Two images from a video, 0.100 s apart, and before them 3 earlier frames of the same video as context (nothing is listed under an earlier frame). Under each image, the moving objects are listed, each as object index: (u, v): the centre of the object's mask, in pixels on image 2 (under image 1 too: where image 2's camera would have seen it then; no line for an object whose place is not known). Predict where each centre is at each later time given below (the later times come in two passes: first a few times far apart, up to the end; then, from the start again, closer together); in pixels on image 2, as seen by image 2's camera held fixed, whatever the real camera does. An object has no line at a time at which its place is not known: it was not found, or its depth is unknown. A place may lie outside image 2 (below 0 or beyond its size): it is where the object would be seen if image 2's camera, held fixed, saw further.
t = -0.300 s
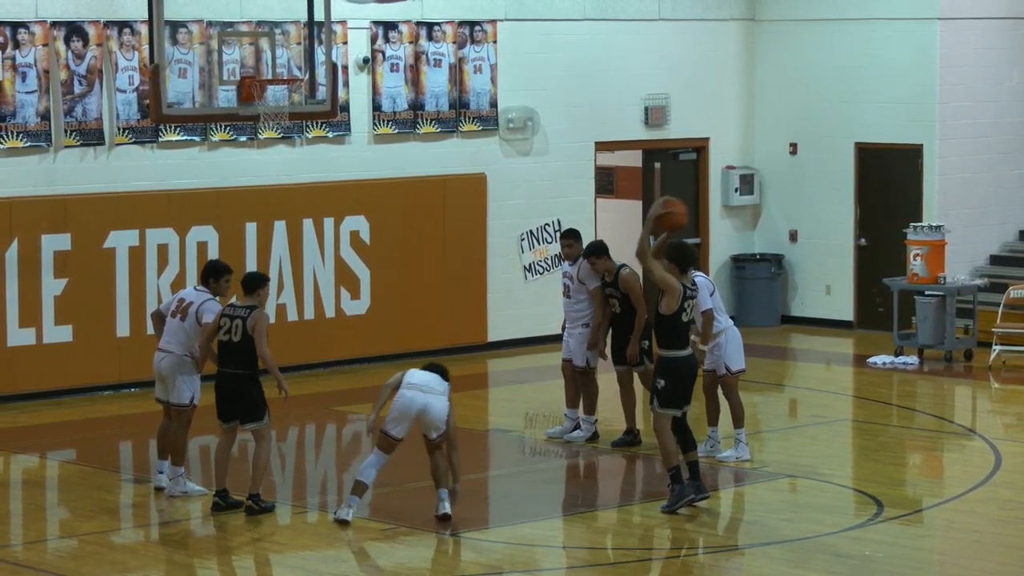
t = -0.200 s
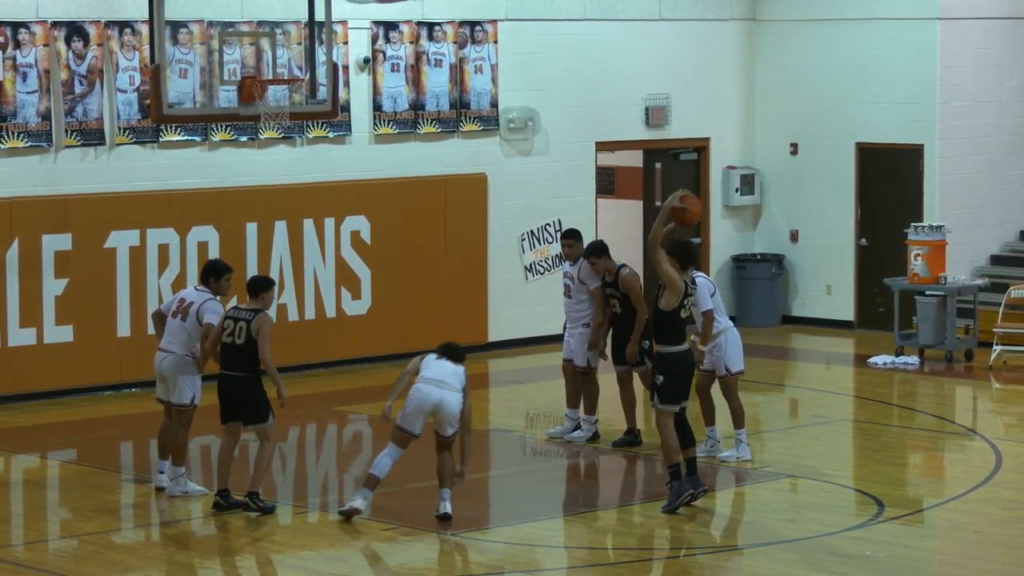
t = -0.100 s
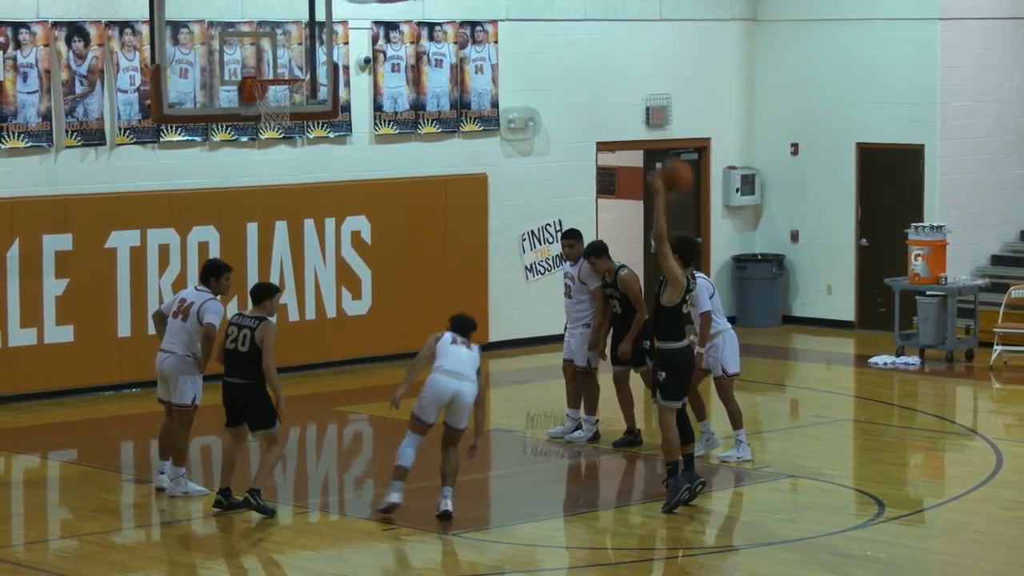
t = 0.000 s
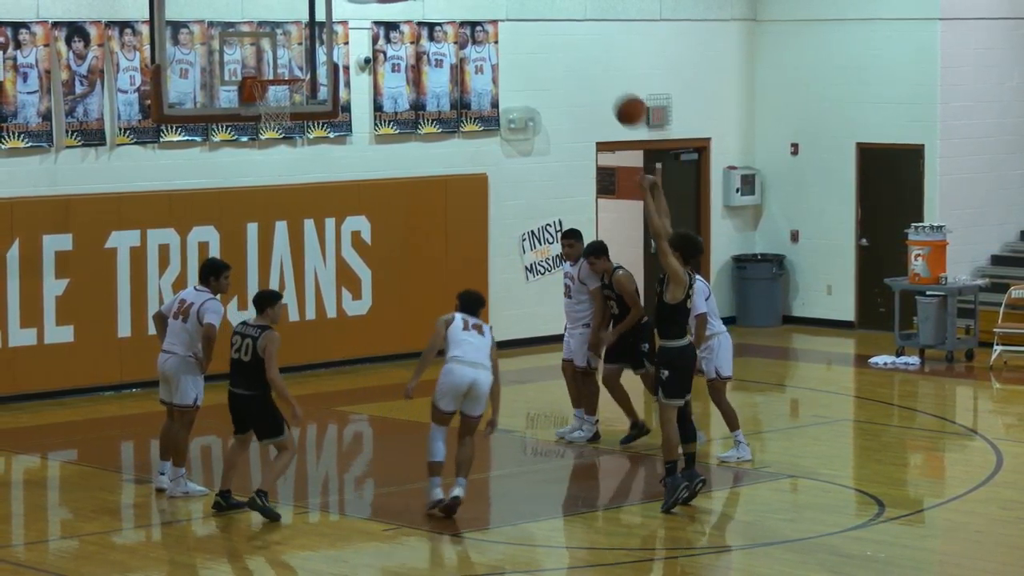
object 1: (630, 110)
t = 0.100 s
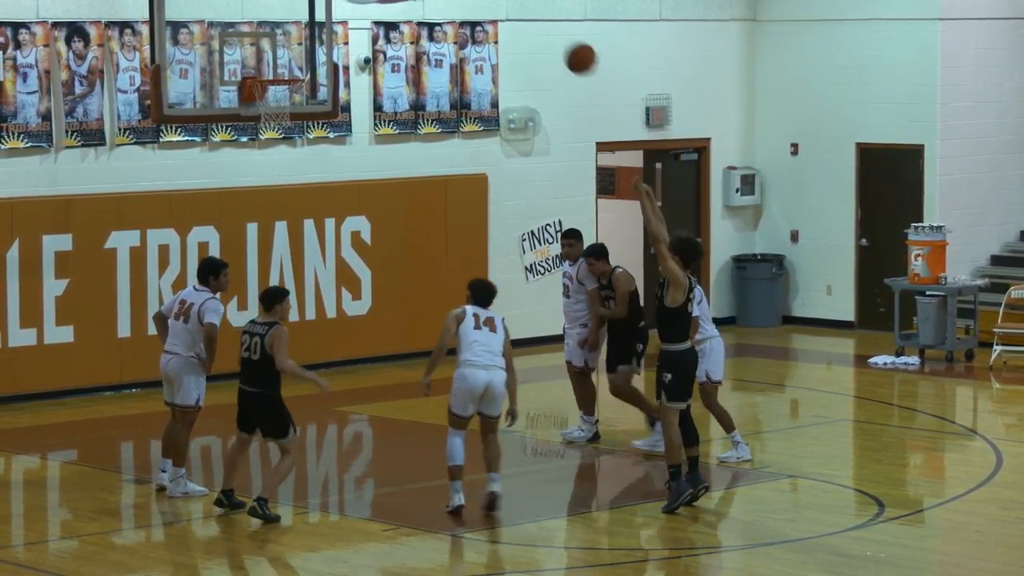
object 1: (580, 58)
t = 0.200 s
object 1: (532, 20)
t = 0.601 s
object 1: (358, 6)
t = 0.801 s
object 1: (281, 61)
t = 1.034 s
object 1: (312, 154)
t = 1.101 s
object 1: (331, 185)
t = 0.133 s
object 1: (564, 44)
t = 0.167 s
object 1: (548, 31)
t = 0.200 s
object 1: (532, 20)
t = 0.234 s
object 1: (517, 12)
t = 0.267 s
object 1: (501, 8)
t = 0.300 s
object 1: (485, 5)
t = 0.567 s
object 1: (371, 4)
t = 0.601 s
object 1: (358, 6)
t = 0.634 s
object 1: (345, 9)
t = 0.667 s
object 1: (332, 16)
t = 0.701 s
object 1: (319, 26)
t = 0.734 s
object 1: (305, 36)
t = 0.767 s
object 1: (293, 48)
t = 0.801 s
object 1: (281, 61)
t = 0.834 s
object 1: (270, 71)
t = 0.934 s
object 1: (287, 117)
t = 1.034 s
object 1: (312, 154)
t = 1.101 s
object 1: (331, 185)
